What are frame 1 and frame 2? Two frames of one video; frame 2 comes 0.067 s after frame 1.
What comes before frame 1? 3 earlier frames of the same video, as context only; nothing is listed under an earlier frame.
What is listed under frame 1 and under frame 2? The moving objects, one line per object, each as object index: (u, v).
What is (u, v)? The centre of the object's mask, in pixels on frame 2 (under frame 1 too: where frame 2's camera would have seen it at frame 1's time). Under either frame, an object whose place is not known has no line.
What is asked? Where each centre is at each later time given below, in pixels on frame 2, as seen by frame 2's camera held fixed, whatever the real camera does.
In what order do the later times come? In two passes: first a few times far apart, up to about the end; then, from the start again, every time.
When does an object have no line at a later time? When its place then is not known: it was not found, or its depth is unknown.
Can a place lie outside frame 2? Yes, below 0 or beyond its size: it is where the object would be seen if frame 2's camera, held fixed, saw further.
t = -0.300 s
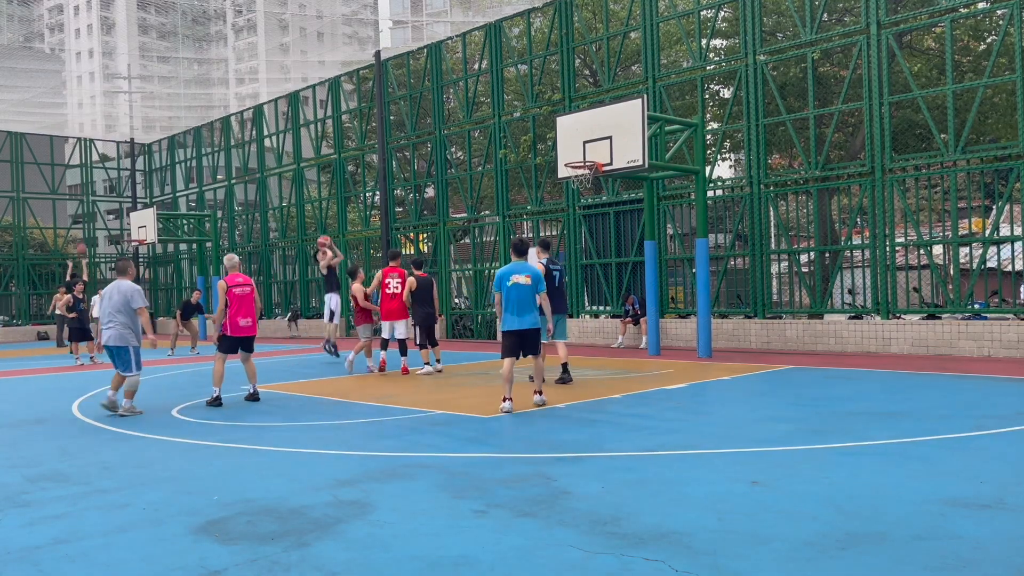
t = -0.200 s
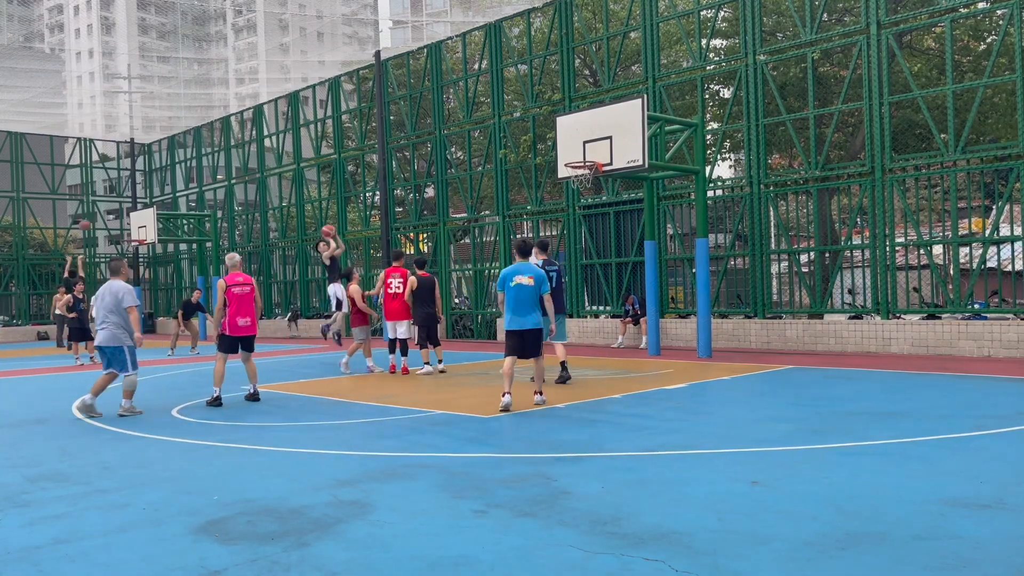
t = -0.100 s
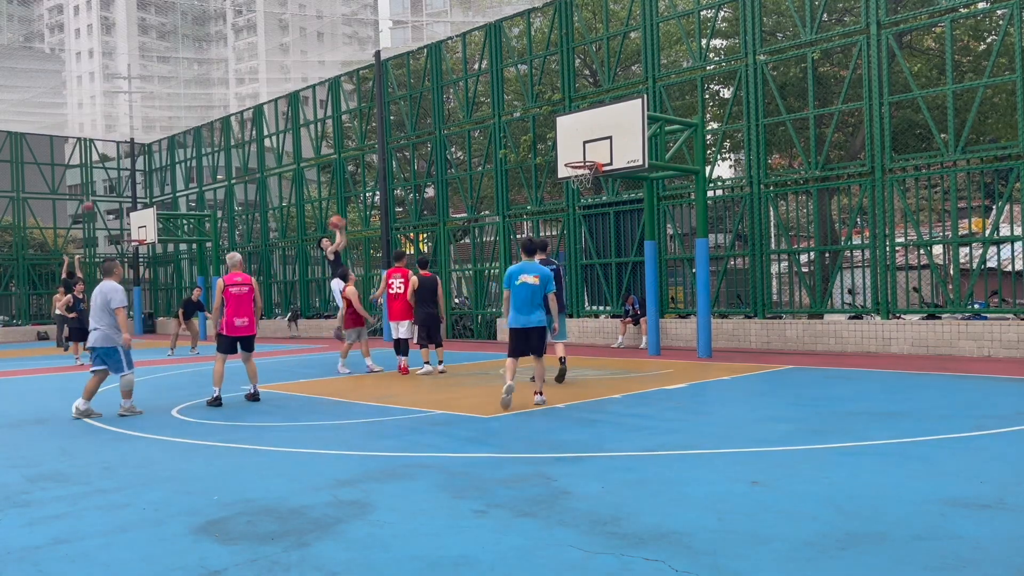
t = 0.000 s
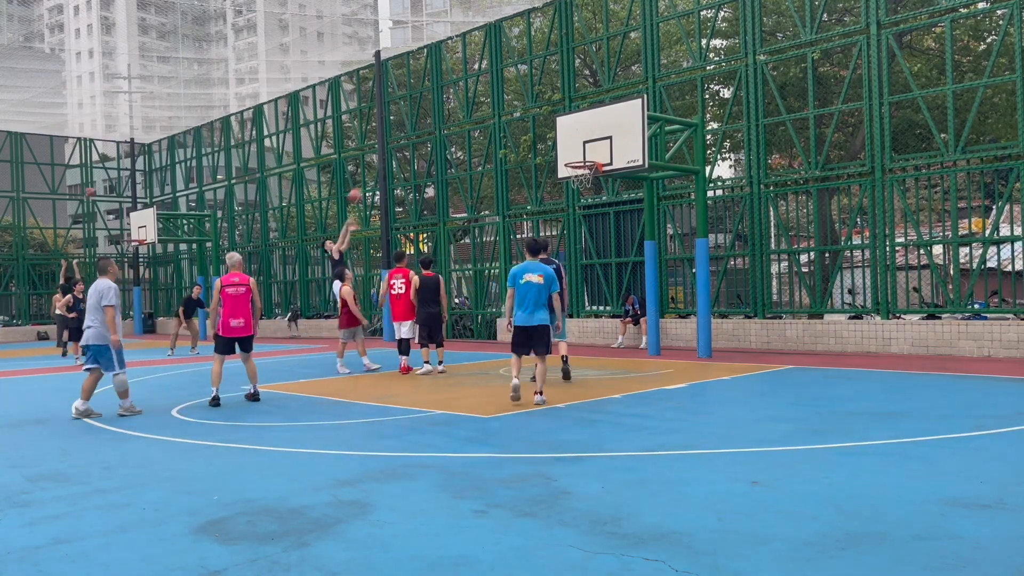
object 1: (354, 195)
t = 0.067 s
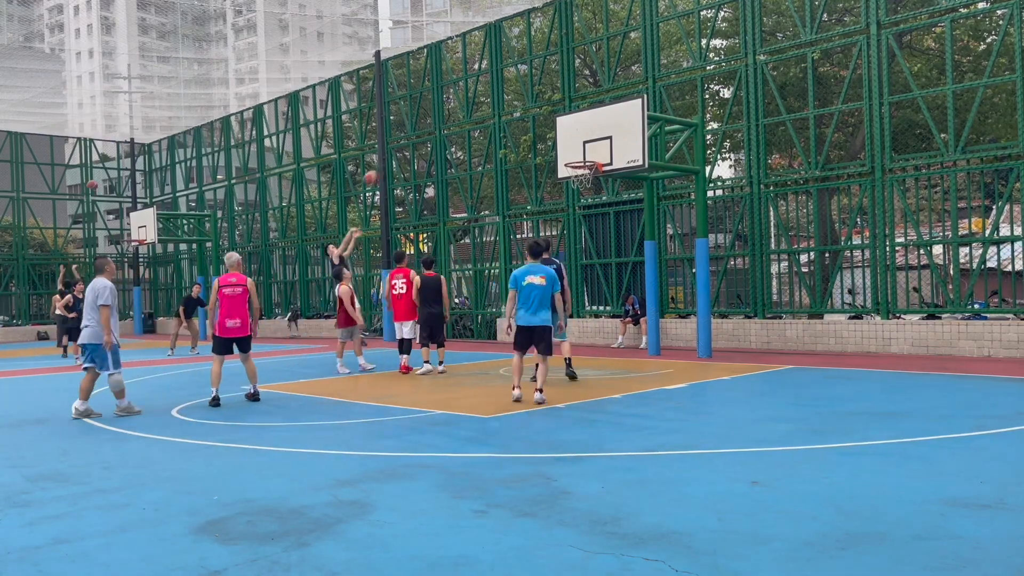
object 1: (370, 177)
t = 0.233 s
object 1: (413, 144)
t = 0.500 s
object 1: (484, 120)
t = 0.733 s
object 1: (550, 134)
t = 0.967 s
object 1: (582, 147)
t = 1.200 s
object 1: (577, 140)
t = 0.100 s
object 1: (380, 169)
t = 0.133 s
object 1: (387, 162)
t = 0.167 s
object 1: (396, 155)
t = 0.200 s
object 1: (404, 149)
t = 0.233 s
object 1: (413, 144)
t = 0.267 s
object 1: (421, 138)
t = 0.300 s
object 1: (430, 134)
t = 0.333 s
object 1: (439, 129)
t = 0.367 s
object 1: (448, 126)
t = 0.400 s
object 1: (456, 123)
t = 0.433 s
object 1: (466, 122)
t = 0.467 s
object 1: (474, 121)
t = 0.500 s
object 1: (484, 120)
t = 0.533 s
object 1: (493, 120)
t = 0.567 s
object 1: (503, 121)
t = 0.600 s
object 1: (512, 122)
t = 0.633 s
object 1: (521, 124)
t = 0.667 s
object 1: (531, 126)
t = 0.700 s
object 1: (541, 129)
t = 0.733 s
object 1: (550, 134)
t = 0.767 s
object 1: (561, 140)
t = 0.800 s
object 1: (571, 146)
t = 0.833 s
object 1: (580, 152)
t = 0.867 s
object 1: (582, 155)
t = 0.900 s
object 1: (583, 154)
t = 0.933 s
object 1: (582, 151)
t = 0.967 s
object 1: (582, 147)
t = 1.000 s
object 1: (581, 144)
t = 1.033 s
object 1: (580, 141)
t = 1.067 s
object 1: (580, 140)
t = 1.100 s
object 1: (579, 139)
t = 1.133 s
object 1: (578, 139)
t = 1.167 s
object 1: (578, 139)
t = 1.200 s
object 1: (577, 140)
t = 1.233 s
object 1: (577, 142)
